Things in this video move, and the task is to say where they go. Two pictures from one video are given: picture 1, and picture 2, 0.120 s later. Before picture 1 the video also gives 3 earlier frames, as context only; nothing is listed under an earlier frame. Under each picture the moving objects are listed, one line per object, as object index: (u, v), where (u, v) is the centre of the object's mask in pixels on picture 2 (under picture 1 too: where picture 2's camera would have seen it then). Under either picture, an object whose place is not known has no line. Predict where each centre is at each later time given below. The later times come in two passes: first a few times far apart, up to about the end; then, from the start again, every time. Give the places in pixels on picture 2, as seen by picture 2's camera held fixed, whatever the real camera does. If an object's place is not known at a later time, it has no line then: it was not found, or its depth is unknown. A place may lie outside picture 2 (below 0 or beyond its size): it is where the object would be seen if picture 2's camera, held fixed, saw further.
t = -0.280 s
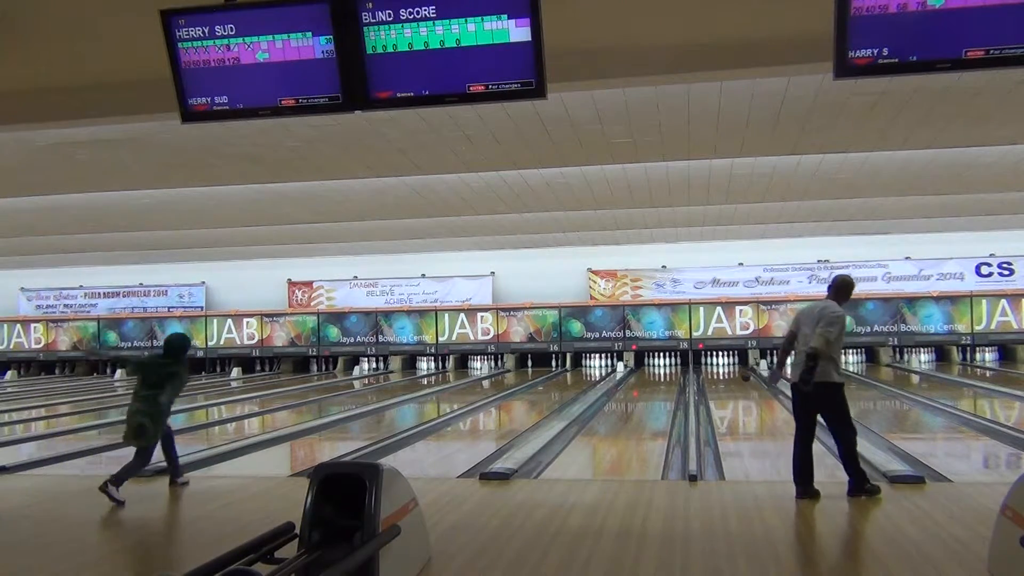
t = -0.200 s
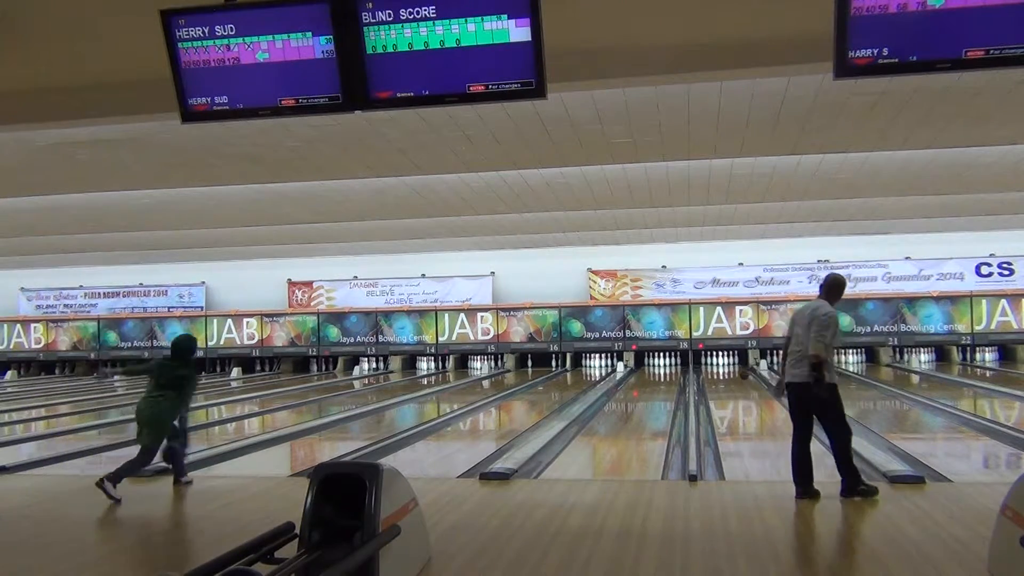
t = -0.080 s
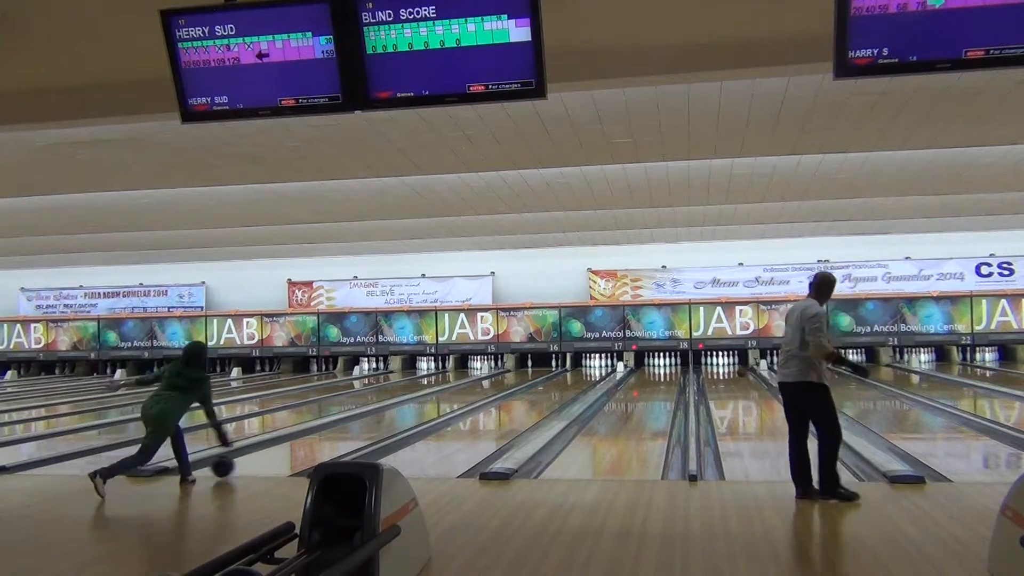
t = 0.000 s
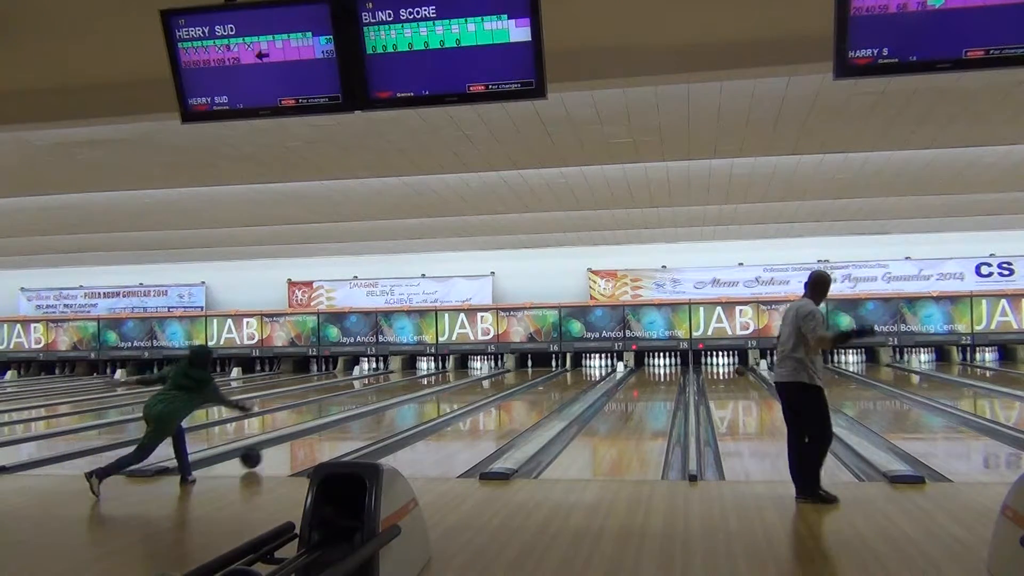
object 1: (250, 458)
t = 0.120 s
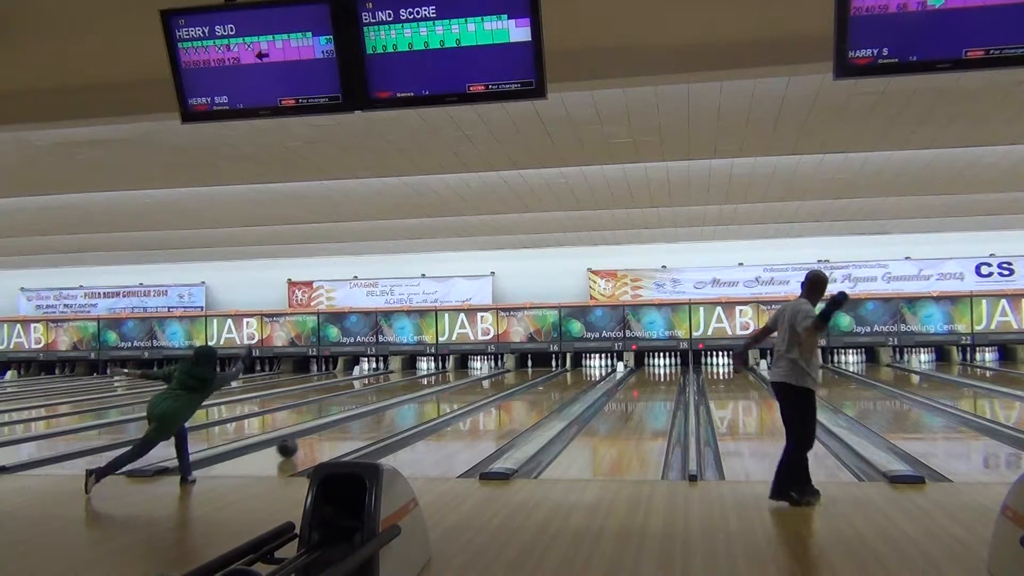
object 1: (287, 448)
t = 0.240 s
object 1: (318, 439)
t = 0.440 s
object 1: (362, 426)
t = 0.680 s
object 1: (402, 413)
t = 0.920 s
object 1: (434, 404)
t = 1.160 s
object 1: (461, 396)
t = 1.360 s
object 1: (479, 390)
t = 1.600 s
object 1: (498, 384)
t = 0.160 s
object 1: (298, 444)
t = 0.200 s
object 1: (308, 442)
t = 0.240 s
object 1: (318, 439)
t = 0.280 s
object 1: (327, 436)
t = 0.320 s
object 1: (336, 434)
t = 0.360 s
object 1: (345, 431)
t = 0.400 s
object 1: (353, 428)
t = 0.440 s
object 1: (362, 426)
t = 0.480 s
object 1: (368, 424)
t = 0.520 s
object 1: (376, 422)
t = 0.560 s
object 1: (383, 420)
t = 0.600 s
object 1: (390, 417)
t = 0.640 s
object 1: (396, 415)
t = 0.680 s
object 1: (402, 413)
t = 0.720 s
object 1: (408, 412)
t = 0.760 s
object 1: (414, 410)
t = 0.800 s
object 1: (419, 409)
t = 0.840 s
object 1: (424, 407)
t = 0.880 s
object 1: (429, 405)
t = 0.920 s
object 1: (434, 404)
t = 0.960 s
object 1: (439, 403)
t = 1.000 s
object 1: (443, 402)
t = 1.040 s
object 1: (448, 400)
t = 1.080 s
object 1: (452, 399)
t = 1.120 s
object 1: (457, 397)
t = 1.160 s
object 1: (461, 396)
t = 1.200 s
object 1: (464, 395)
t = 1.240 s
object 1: (468, 394)
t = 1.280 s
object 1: (472, 393)
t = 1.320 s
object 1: (475, 392)
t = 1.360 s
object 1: (479, 390)
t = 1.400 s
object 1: (482, 390)
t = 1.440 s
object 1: (485, 388)
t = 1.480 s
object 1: (488, 387)
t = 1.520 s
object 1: (491, 387)
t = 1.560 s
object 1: (494, 386)
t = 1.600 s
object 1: (498, 384)
